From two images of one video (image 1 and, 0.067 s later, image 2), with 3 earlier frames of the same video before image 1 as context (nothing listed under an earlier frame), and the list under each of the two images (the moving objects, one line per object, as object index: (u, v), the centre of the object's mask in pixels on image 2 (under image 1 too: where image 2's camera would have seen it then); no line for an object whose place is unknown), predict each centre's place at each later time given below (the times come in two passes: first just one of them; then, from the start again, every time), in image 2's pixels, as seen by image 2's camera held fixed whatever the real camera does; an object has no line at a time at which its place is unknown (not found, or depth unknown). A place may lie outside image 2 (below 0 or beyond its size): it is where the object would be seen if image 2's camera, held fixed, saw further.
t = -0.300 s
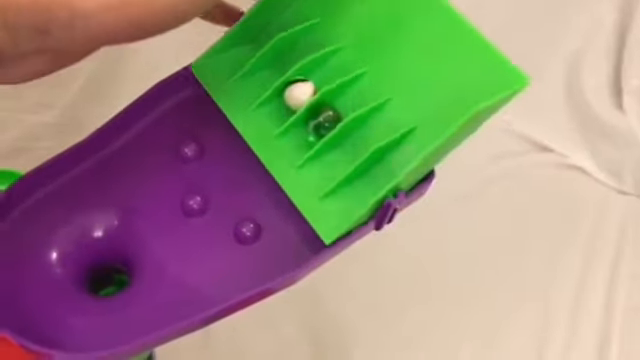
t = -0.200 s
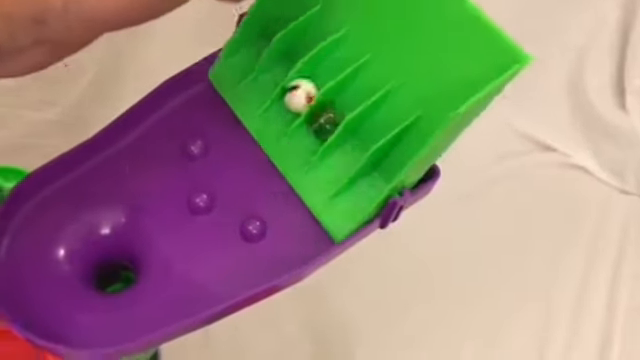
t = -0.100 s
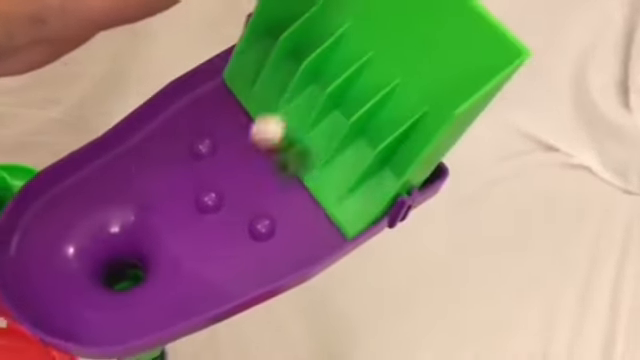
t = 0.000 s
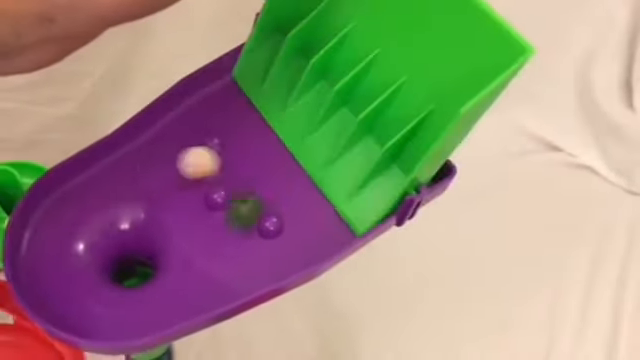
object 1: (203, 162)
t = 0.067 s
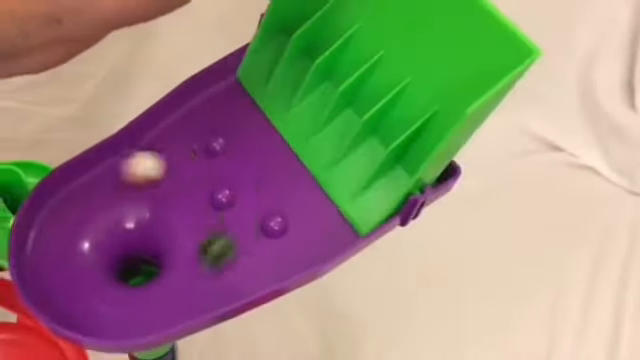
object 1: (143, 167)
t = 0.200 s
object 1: (49, 217)
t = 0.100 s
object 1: (108, 170)
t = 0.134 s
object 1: (87, 186)
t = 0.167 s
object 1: (68, 202)
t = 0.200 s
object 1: (49, 217)
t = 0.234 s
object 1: (40, 236)
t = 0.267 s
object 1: (39, 256)
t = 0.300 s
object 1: (42, 273)
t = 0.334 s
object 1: (43, 268)
